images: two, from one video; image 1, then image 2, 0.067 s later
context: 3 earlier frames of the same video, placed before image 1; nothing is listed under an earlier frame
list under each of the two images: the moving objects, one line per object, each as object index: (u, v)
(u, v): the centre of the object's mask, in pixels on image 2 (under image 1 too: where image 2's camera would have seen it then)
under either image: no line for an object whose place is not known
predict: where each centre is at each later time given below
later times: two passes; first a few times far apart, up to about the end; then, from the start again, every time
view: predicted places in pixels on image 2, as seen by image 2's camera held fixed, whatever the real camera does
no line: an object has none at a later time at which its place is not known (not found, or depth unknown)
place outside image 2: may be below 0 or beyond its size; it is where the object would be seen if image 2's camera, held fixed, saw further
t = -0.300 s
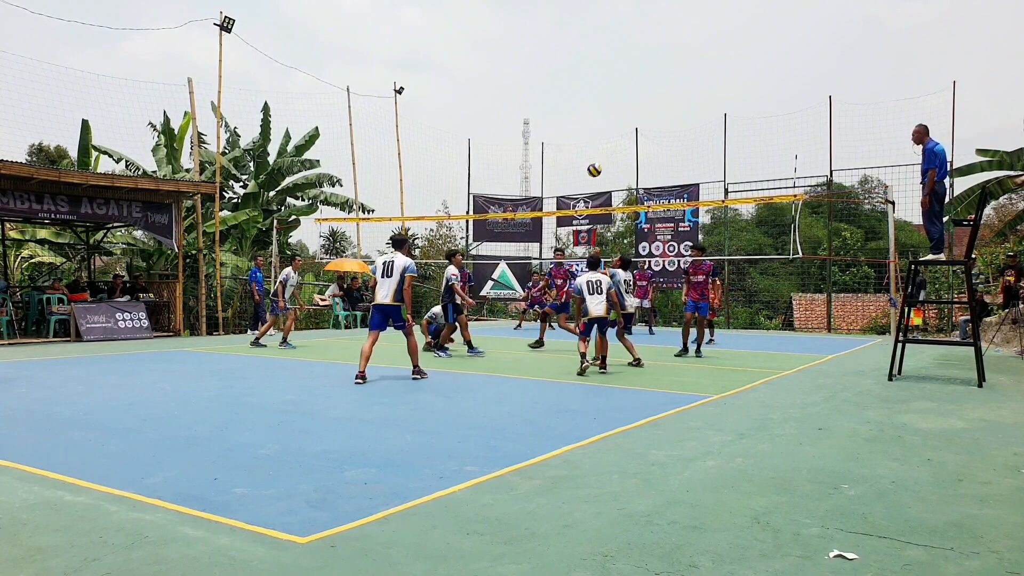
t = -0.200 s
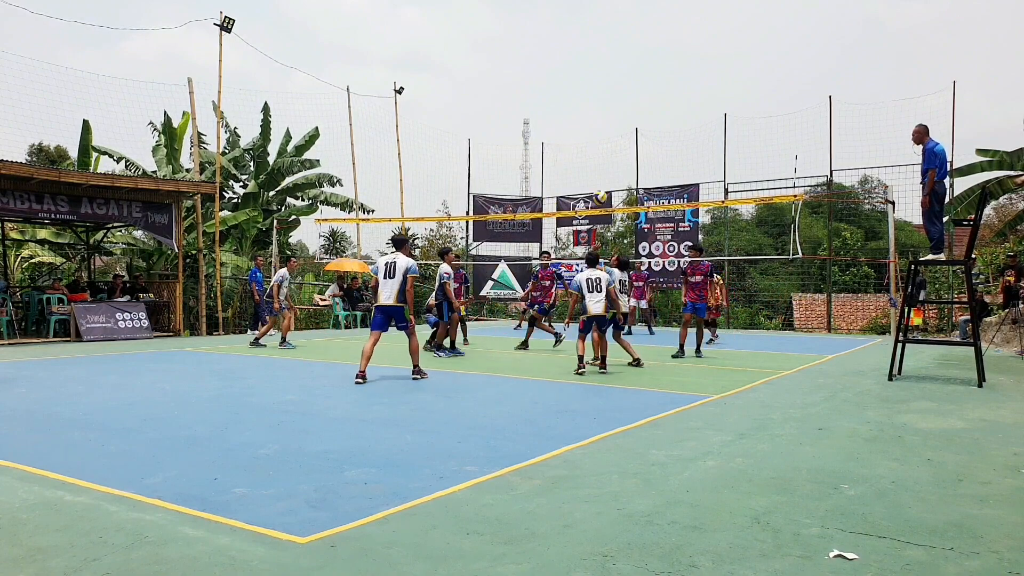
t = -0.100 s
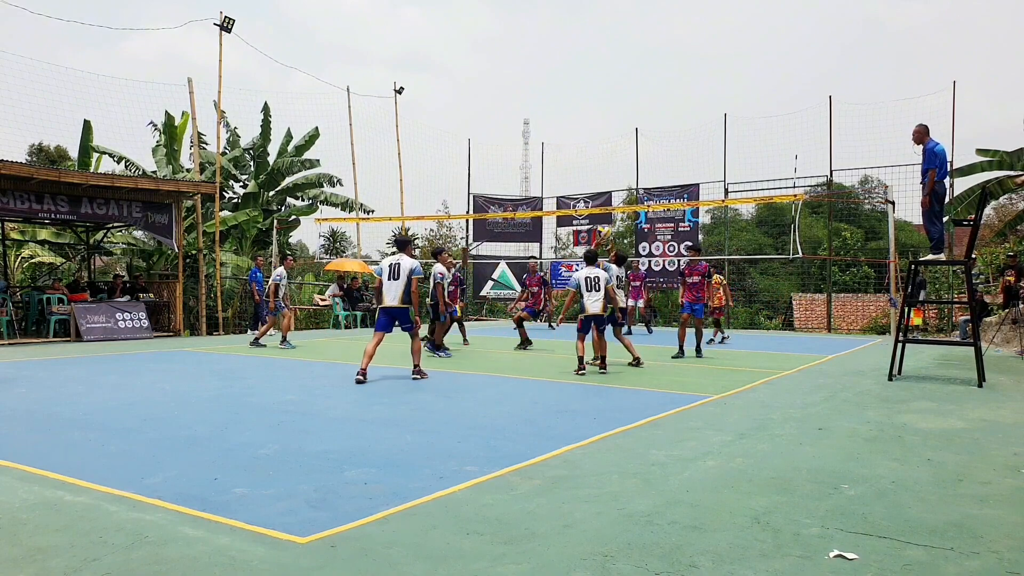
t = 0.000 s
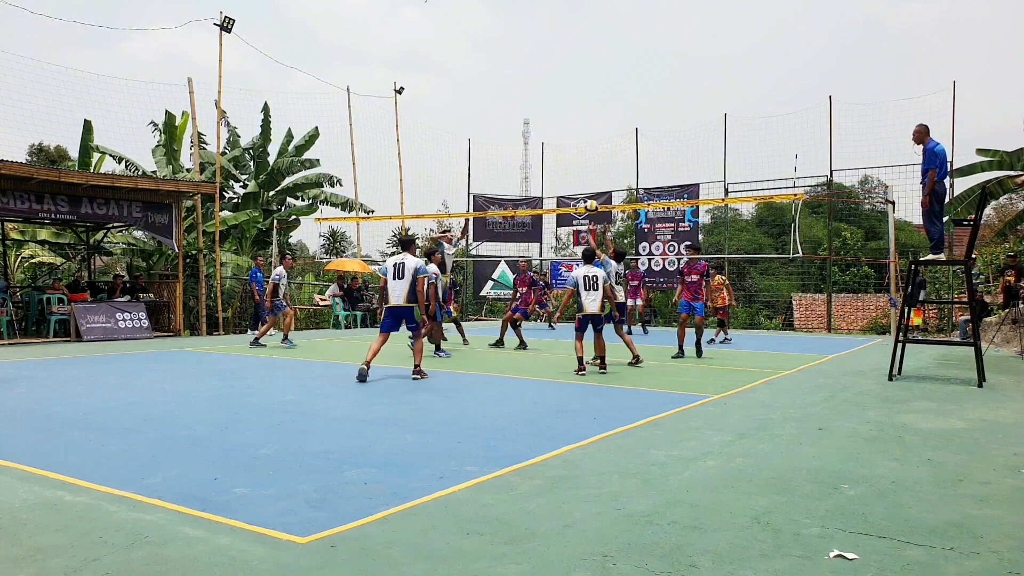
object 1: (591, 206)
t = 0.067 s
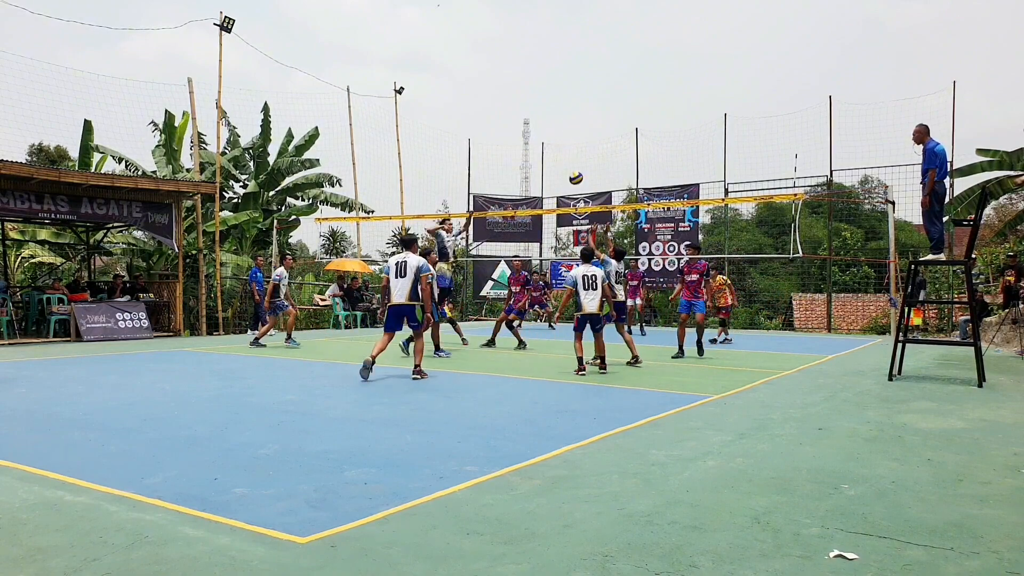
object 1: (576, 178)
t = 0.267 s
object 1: (532, 111)
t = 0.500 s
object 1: (486, 71)
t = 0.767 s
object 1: (438, 68)
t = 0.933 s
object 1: (411, 87)
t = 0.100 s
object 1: (568, 164)
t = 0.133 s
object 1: (561, 152)
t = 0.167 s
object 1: (553, 140)
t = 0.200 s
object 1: (546, 130)
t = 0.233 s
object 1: (539, 120)
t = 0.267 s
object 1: (532, 111)
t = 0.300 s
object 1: (525, 103)
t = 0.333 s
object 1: (518, 95)
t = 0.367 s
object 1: (512, 88)
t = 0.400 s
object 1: (505, 83)
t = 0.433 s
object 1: (498, 78)
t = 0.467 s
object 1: (492, 74)
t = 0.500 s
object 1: (486, 71)
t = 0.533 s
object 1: (479, 68)
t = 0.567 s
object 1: (473, 66)
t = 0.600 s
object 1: (467, 65)
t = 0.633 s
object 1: (461, 64)
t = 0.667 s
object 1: (455, 64)
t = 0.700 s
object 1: (450, 65)
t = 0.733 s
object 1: (444, 66)
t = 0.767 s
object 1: (438, 68)
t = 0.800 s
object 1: (433, 71)
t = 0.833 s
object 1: (427, 74)
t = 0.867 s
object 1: (422, 78)
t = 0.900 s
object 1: (417, 82)
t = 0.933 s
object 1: (411, 87)
